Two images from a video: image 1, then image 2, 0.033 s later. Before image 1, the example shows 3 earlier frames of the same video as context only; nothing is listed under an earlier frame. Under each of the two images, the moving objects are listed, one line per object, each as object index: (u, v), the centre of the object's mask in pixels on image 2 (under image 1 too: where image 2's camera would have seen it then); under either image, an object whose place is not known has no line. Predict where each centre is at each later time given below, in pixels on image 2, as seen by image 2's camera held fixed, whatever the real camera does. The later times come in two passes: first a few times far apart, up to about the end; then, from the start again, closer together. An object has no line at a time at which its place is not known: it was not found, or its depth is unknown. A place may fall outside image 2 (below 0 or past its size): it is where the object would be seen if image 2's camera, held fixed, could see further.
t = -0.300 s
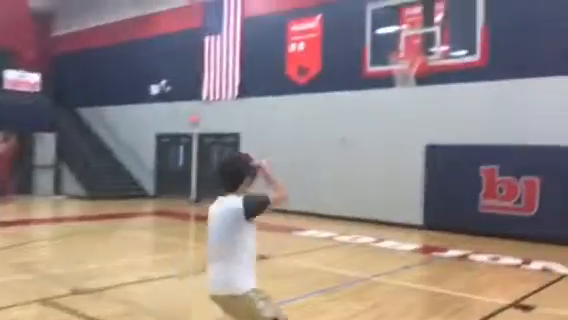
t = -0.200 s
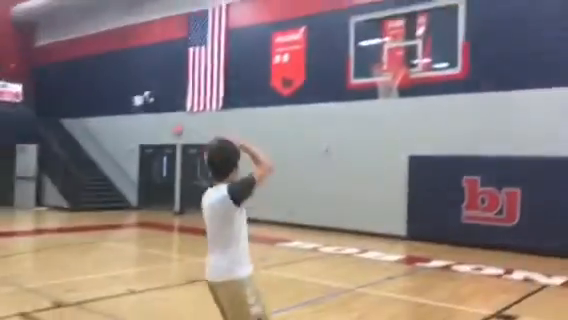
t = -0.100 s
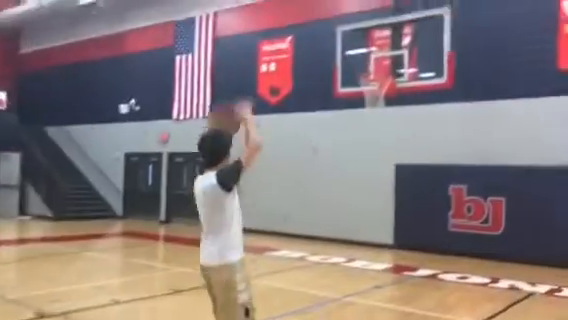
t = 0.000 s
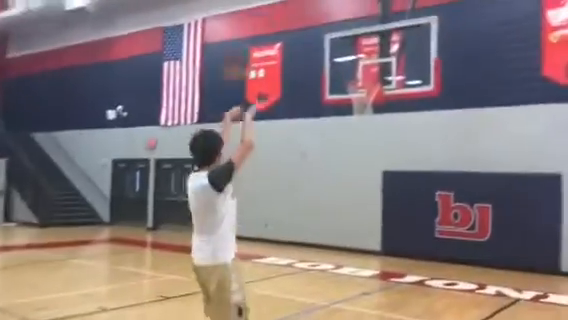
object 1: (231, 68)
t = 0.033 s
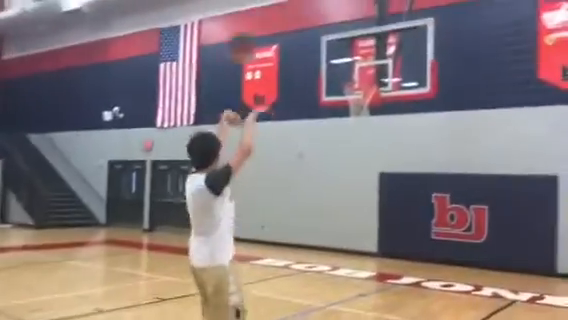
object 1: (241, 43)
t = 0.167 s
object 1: (271, 1)
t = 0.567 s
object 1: (324, -10)
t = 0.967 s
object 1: (353, 85)
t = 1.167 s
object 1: (376, 102)
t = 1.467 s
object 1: (379, 159)
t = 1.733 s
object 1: (380, 263)
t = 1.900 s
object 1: (381, 269)
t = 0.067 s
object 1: (249, 27)
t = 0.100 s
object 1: (257, 16)
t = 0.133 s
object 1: (264, 6)
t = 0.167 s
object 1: (271, 1)
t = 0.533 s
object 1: (321, -11)
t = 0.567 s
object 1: (324, -10)
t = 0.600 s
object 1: (326, -7)
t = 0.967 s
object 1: (353, 85)
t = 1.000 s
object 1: (359, 91)
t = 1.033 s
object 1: (363, 95)
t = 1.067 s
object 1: (364, 93)
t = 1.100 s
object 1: (371, 96)
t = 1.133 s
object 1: (375, 100)
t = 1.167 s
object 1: (376, 102)
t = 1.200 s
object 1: (376, 112)
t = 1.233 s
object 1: (376, 114)
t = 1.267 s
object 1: (376, 117)
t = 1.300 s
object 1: (376, 122)
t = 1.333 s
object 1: (376, 127)
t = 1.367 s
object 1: (377, 133)
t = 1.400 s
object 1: (377, 142)
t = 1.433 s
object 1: (378, 150)
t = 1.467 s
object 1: (379, 159)
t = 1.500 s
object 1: (381, 167)
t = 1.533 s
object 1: (379, 180)
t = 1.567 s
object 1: (380, 192)
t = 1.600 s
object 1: (378, 203)
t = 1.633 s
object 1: (377, 216)
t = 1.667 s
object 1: (379, 233)
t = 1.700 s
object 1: (383, 249)
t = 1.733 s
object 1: (380, 263)
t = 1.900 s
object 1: (381, 269)
